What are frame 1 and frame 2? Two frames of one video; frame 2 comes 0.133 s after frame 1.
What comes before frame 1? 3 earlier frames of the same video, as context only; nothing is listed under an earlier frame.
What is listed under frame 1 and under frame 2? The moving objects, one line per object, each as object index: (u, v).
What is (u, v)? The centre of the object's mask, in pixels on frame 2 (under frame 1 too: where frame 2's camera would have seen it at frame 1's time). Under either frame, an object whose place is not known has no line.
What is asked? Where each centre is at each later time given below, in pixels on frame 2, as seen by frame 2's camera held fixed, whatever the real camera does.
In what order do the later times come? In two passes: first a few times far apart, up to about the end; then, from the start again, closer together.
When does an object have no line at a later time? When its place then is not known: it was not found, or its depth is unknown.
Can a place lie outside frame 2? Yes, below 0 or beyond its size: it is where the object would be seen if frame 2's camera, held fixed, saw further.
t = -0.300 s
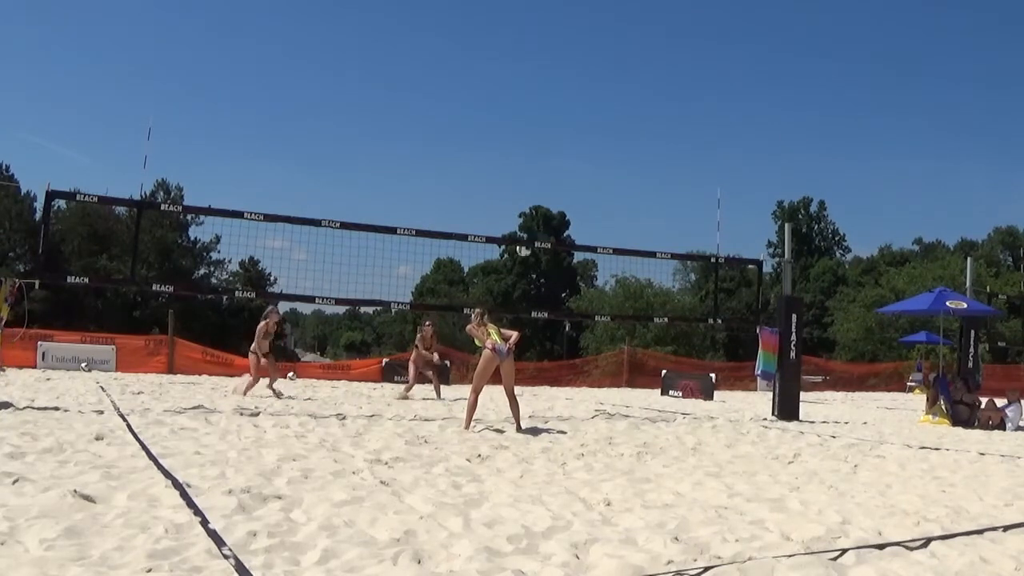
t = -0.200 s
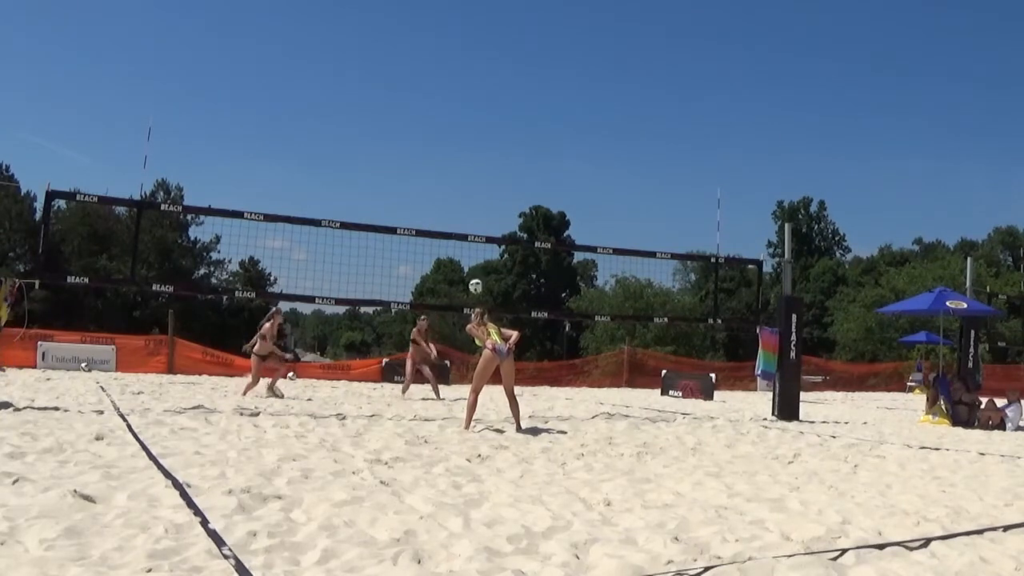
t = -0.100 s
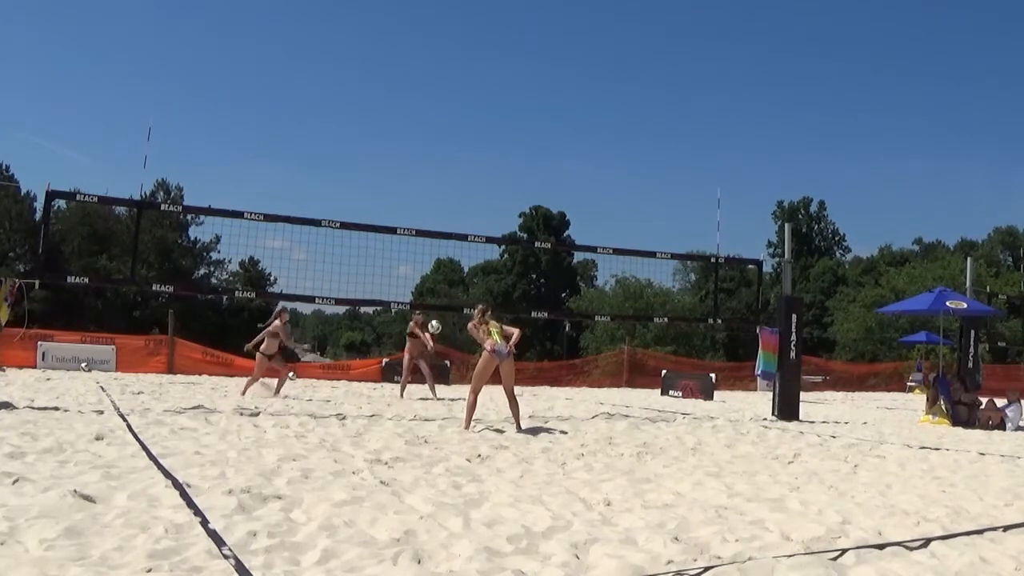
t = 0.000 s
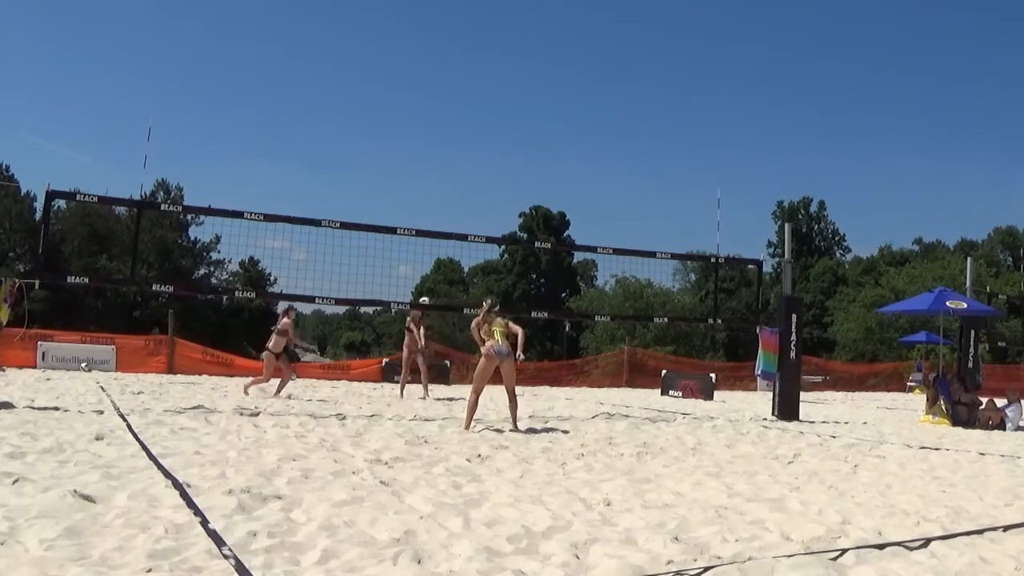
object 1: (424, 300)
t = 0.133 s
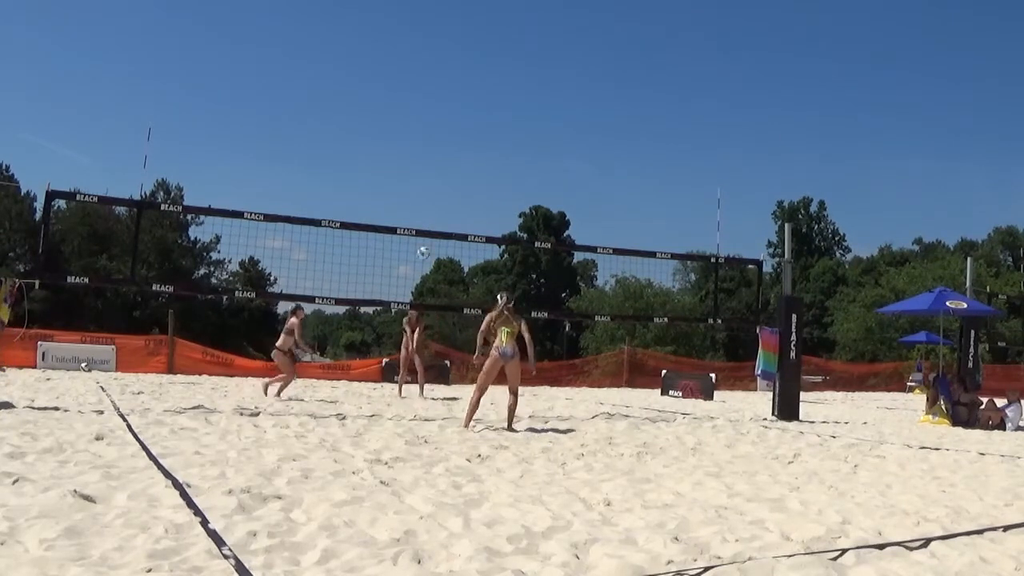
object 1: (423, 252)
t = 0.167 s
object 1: (422, 242)
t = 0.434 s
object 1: (416, 177)
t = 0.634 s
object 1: (410, 155)
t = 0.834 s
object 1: (403, 156)
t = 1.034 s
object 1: (394, 182)
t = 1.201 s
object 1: (384, 222)
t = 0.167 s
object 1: (422, 242)
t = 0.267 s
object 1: (421, 213)
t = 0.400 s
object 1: (417, 183)
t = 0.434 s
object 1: (416, 177)
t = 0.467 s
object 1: (415, 172)
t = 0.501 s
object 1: (415, 167)
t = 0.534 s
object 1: (413, 163)
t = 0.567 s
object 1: (413, 160)
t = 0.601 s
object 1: (412, 157)
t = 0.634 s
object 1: (410, 155)
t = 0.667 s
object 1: (409, 153)
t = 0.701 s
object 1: (408, 152)
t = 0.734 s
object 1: (407, 152)
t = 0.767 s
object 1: (405, 153)
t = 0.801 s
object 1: (404, 154)
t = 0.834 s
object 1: (403, 156)
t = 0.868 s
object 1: (401, 159)
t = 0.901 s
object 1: (400, 161)
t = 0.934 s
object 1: (399, 165)
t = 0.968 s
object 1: (397, 170)
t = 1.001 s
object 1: (395, 175)
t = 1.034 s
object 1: (394, 182)
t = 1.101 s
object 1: (390, 197)
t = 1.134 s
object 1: (389, 206)
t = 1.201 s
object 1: (384, 222)
